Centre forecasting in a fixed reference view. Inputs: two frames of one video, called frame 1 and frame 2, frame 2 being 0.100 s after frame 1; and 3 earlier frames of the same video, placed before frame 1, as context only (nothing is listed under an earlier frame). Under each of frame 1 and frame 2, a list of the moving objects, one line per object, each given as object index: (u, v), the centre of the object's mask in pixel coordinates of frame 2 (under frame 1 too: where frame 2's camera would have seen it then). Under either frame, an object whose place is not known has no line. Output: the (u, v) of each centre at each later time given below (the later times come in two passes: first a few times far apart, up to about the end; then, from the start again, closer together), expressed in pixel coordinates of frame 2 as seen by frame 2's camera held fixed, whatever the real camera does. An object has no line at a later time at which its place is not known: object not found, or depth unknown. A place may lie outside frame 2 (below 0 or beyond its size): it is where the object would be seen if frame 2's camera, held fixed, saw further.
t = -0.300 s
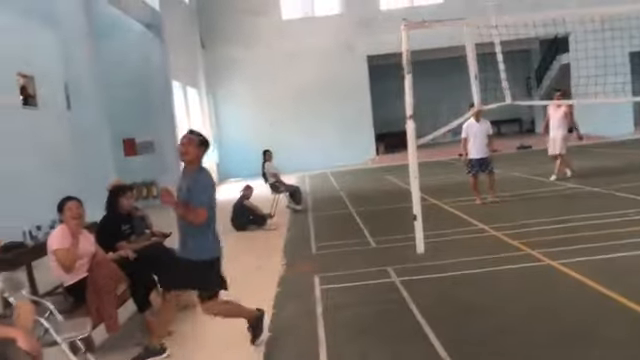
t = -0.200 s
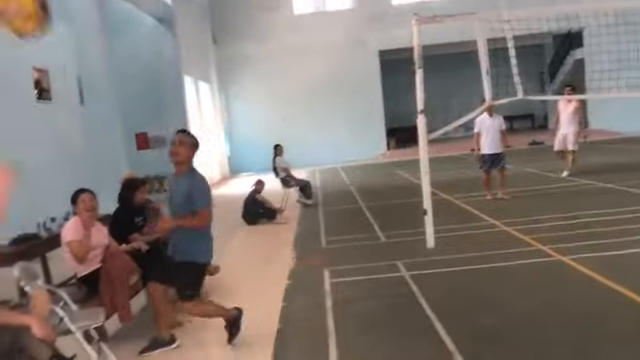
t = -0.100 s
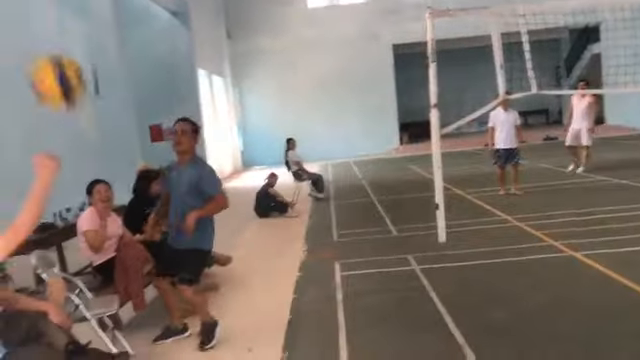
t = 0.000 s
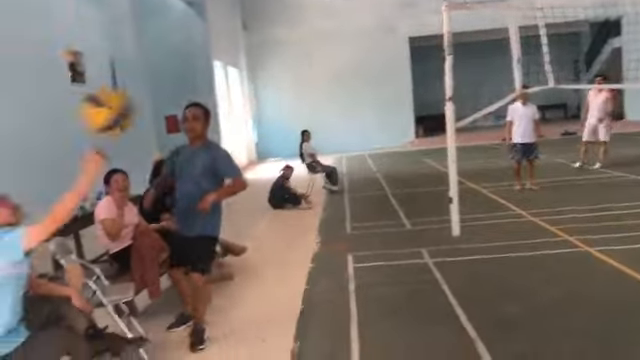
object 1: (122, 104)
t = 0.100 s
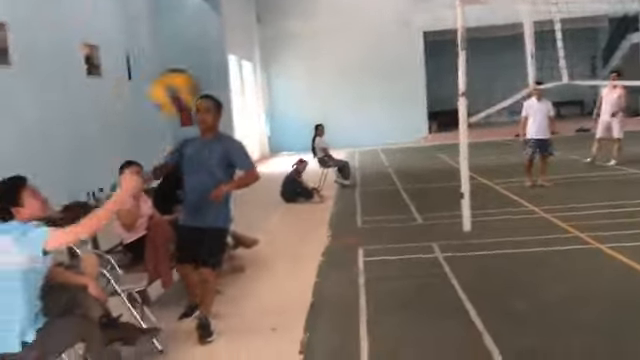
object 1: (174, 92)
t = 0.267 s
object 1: (267, 119)
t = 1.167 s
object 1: (645, 200)
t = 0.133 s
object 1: (193, 92)
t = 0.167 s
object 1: (210, 94)
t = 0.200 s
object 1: (228, 100)
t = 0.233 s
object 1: (249, 108)
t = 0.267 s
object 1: (267, 119)
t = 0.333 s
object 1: (301, 146)
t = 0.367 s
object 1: (315, 164)
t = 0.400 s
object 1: (337, 184)
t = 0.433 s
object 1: (356, 208)
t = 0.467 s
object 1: (380, 239)
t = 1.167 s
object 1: (645, 200)
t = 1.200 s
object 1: (660, 207)
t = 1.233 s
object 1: (672, 216)
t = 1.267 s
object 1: (682, 227)
